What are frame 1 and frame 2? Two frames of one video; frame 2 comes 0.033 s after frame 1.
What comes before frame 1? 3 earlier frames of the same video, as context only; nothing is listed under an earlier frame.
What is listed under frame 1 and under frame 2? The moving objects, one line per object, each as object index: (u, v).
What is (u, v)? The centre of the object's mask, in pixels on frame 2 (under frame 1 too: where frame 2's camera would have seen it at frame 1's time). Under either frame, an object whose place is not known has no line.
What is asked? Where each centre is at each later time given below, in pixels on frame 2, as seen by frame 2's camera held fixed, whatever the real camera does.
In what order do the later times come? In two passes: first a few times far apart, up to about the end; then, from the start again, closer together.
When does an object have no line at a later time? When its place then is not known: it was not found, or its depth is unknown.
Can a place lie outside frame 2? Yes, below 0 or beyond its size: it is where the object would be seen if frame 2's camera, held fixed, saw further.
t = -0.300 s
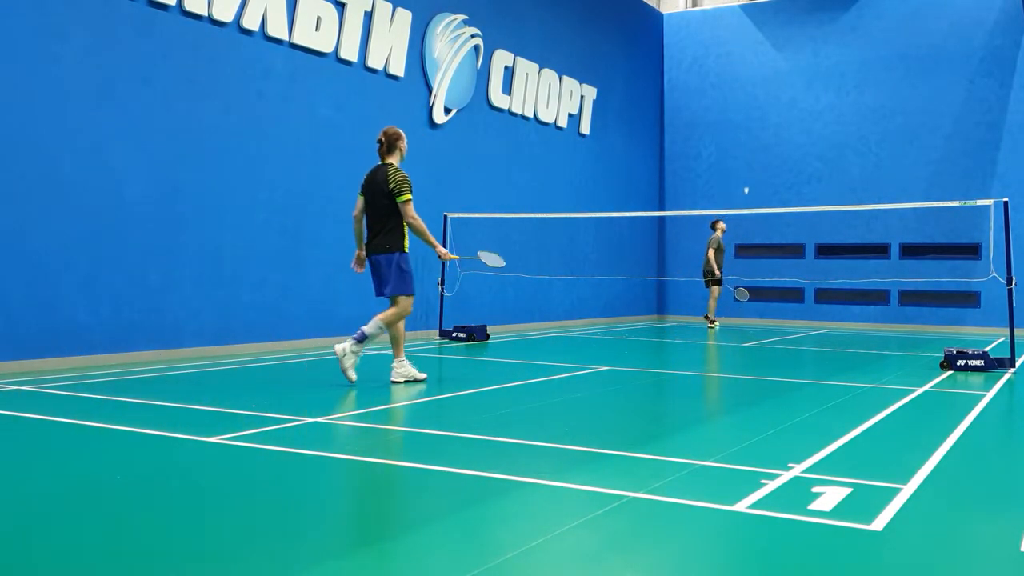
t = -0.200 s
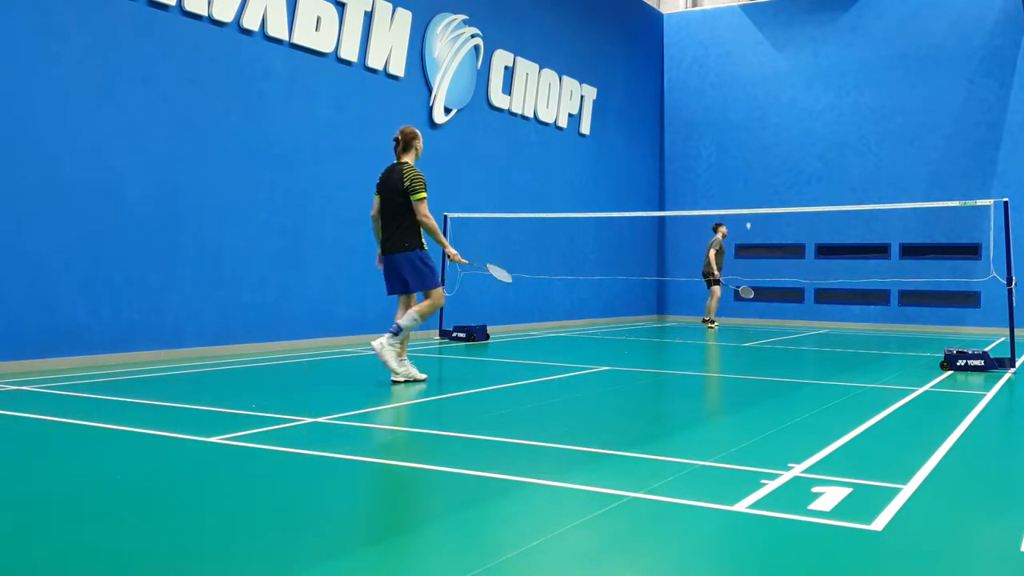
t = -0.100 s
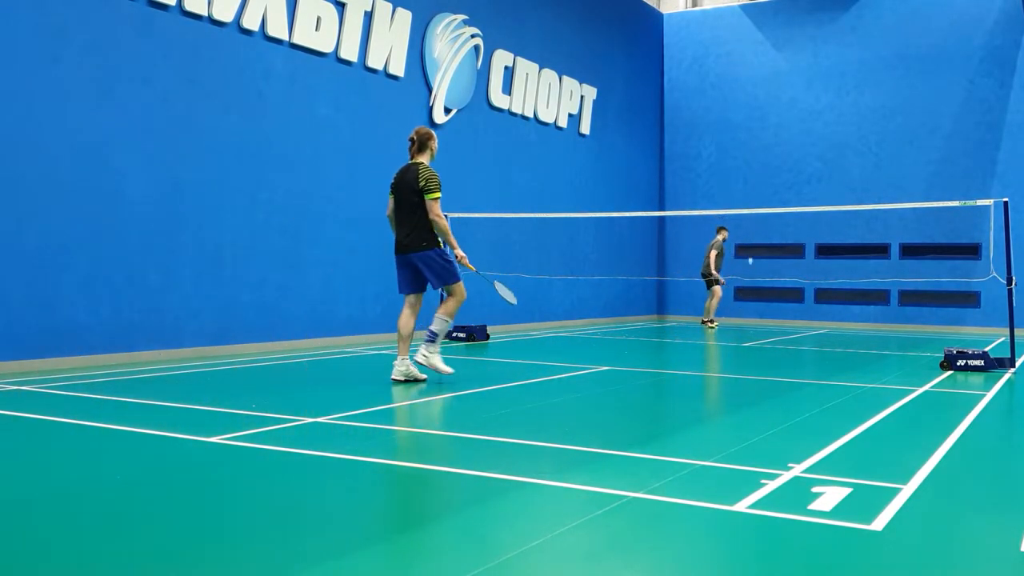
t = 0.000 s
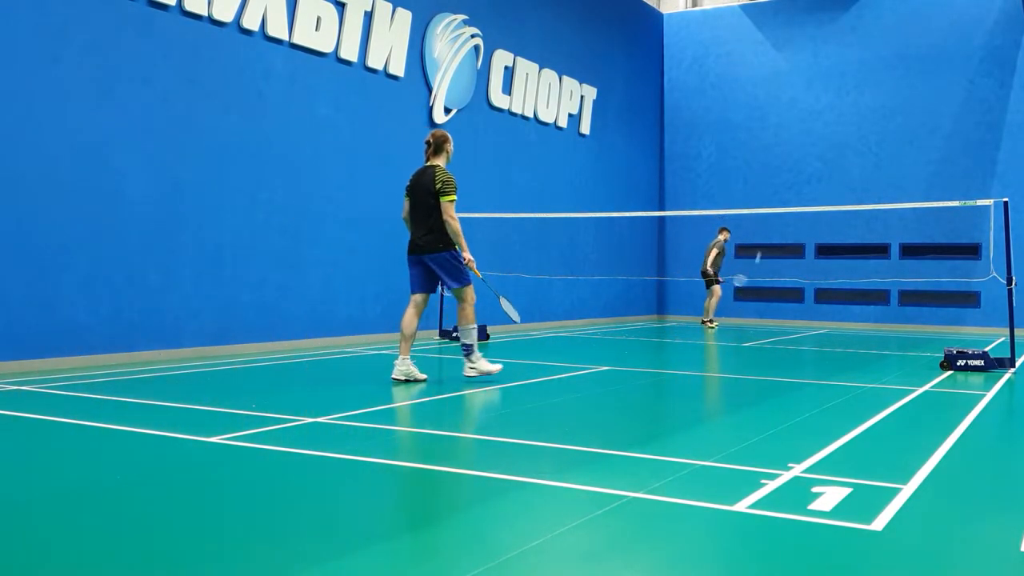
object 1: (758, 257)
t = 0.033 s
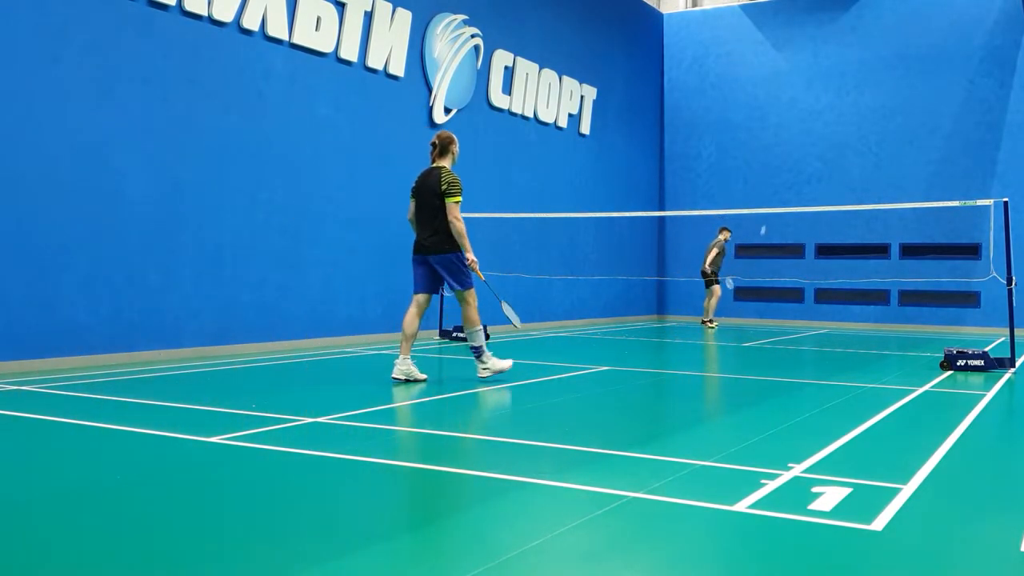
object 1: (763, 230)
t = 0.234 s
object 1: (788, 120)
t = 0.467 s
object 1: (809, 49)
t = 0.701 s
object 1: (828, 28)
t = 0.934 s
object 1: (843, 59)
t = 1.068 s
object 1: (848, 101)
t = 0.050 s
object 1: (765, 219)
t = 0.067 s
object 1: (768, 206)
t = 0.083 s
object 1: (771, 196)
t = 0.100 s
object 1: (773, 187)
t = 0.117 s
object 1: (774, 178)
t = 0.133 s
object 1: (777, 167)
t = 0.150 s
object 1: (779, 160)
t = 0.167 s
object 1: (780, 149)
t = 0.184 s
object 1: (782, 140)
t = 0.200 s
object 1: (784, 132)
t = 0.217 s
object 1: (786, 125)
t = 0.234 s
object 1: (788, 120)
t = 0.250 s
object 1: (790, 113)
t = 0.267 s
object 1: (792, 107)
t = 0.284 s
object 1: (793, 99)
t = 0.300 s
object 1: (795, 92)
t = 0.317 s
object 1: (797, 87)
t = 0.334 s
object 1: (799, 82)
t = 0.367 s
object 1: (794, 77)
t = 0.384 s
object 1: (798, 69)
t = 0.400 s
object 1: (800, 68)
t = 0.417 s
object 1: (799, 65)
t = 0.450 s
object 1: (802, 54)
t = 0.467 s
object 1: (809, 49)
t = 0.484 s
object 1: (812, 47)
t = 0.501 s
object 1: (813, 45)
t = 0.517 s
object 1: (811, 44)
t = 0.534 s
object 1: (814, 38)
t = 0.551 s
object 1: (811, 40)
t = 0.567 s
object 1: (819, 35)
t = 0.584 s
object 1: (820, 34)
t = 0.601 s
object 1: (821, 33)
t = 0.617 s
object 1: (819, 33)
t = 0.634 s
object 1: (823, 29)
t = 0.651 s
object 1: (822, 31)
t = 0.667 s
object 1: (826, 29)
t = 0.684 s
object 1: (825, 28)
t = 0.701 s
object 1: (828, 28)
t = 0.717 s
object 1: (829, 29)
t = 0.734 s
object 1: (828, 33)
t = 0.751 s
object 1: (832, 30)
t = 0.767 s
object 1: (834, 32)
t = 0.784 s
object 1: (834, 33)
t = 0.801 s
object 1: (834, 37)
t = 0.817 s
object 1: (835, 39)
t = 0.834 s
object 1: (837, 40)
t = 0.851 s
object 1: (838, 41)
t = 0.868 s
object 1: (839, 45)
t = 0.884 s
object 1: (840, 47)
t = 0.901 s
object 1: (840, 53)
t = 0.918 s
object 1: (842, 55)
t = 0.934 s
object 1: (843, 59)
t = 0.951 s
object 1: (843, 63)
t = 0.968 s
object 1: (844, 68)
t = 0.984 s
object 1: (844, 73)
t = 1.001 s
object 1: (846, 78)
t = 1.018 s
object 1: (846, 84)
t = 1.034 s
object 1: (846, 90)
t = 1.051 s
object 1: (846, 97)
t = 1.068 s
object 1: (848, 101)
